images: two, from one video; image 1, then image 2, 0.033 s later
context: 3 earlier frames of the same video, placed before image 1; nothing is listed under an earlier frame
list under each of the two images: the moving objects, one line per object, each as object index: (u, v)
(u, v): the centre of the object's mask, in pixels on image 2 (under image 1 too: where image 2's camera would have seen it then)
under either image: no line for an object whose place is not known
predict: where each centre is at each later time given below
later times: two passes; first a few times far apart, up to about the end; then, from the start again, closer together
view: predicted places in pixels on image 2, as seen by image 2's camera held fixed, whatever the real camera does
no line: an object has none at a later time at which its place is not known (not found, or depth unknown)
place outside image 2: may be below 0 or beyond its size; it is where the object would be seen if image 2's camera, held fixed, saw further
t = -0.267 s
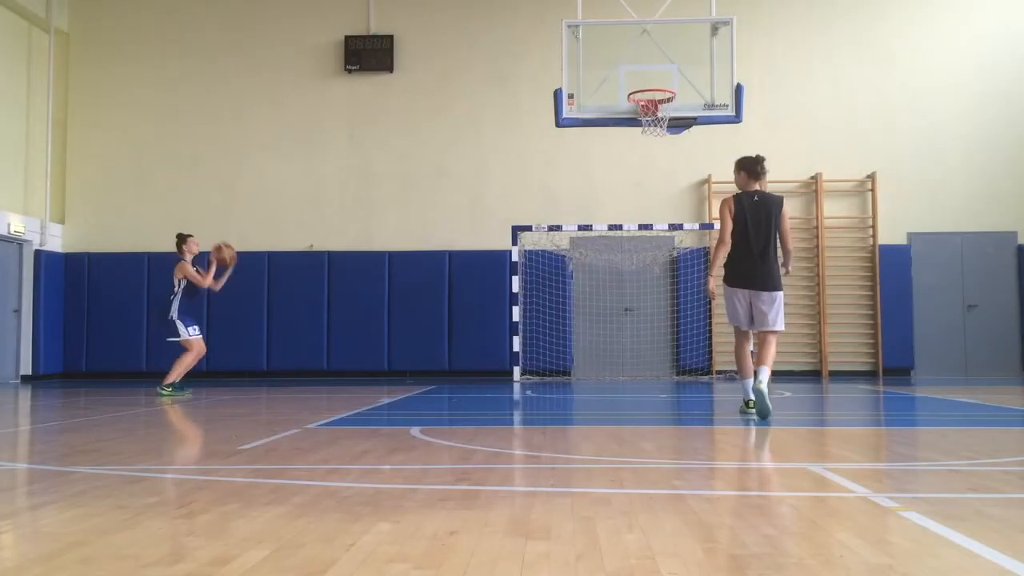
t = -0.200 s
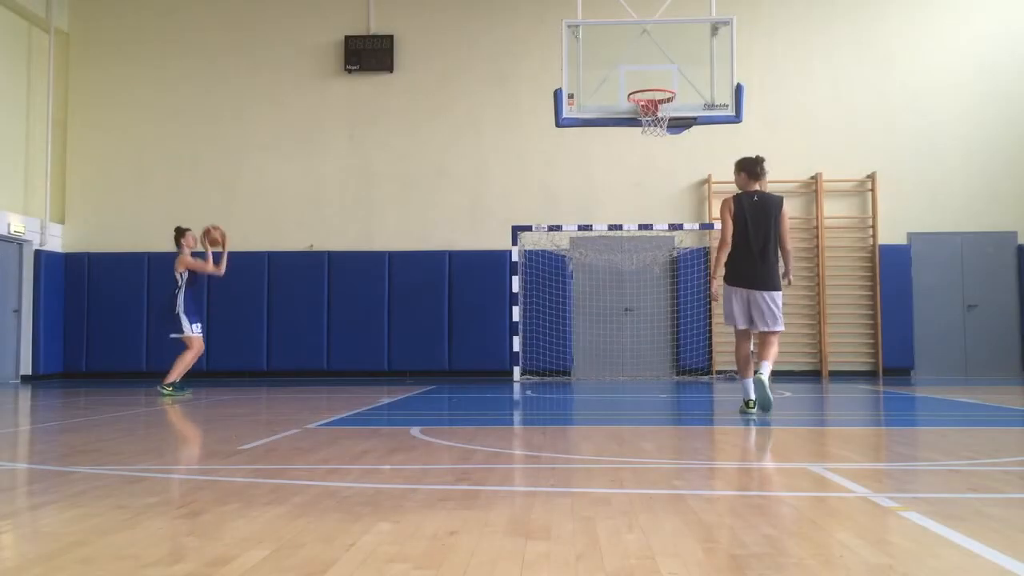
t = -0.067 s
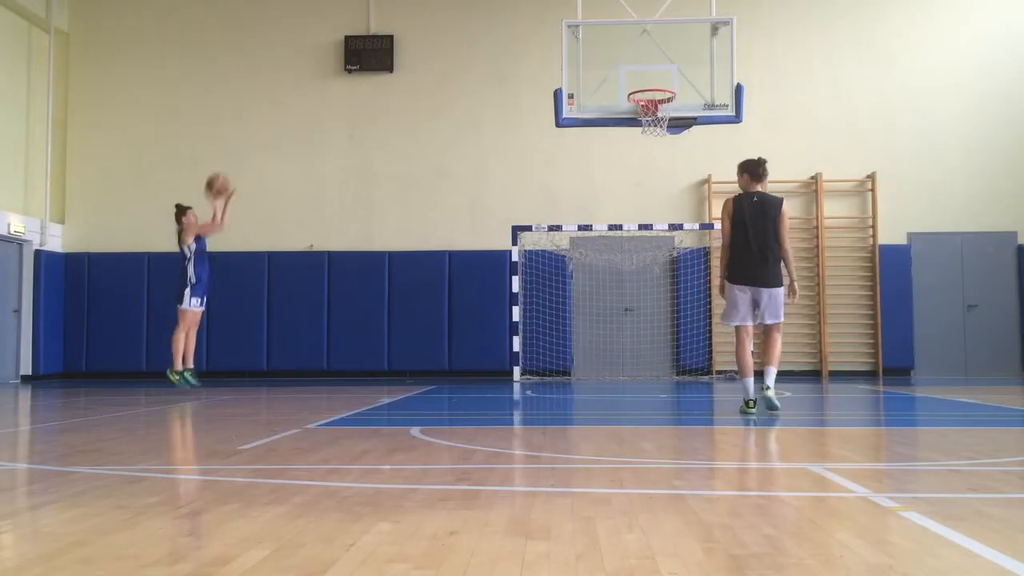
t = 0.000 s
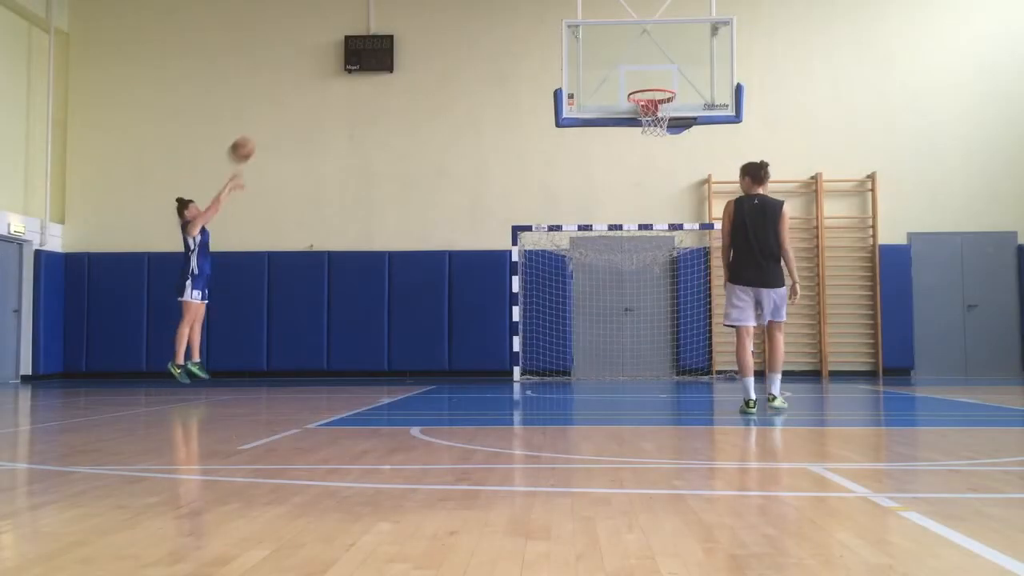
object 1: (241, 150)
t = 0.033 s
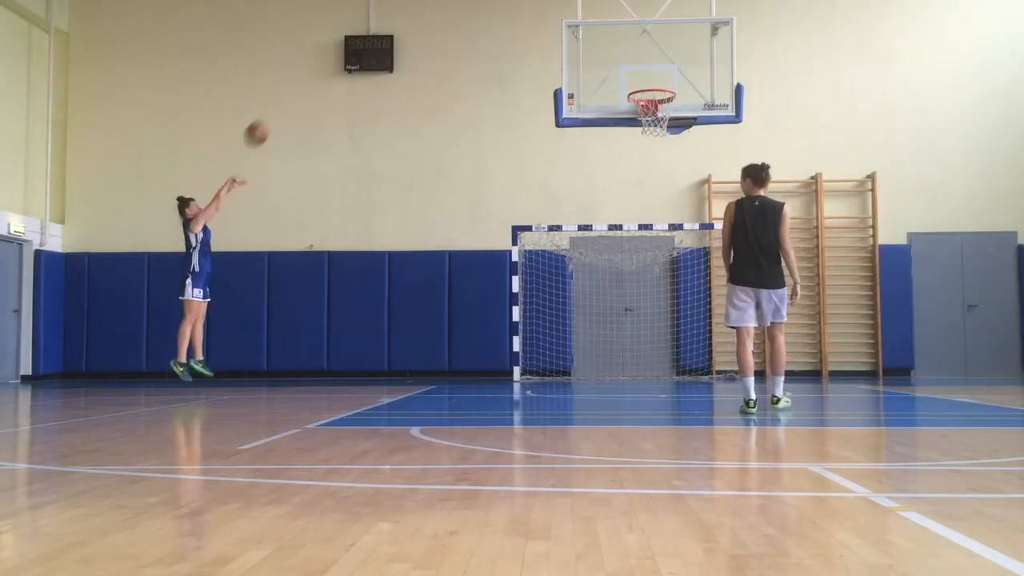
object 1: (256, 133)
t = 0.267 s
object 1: (361, 46)
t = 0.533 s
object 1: (474, 10)
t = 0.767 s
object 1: (571, 32)
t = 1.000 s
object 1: (662, 101)
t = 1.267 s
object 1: (612, 214)
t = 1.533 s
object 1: (568, 378)
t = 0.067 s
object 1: (271, 117)
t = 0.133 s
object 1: (301, 89)
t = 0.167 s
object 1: (316, 77)
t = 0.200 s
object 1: (331, 66)
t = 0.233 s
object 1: (345, 56)
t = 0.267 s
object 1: (361, 46)
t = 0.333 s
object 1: (389, 30)
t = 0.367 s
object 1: (404, 24)
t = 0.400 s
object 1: (418, 20)
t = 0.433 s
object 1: (432, 16)
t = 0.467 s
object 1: (446, 12)
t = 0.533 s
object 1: (474, 10)
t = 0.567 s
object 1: (487, 10)
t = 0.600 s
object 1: (502, 11)
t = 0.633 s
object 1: (515, 13)
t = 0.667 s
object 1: (529, 16)
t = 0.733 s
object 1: (557, 25)
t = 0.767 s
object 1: (571, 32)
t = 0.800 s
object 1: (585, 39)
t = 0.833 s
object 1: (599, 47)
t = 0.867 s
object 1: (613, 55)
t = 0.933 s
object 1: (640, 76)
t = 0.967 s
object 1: (654, 87)
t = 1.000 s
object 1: (662, 101)
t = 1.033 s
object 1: (654, 111)
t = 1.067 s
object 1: (648, 122)
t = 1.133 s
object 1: (636, 151)
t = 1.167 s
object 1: (630, 166)
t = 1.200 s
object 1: (624, 181)
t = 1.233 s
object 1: (618, 197)
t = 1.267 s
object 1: (612, 214)
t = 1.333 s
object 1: (602, 253)
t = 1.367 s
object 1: (596, 272)
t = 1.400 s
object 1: (591, 294)
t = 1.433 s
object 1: (586, 318)
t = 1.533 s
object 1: (568, 378)
